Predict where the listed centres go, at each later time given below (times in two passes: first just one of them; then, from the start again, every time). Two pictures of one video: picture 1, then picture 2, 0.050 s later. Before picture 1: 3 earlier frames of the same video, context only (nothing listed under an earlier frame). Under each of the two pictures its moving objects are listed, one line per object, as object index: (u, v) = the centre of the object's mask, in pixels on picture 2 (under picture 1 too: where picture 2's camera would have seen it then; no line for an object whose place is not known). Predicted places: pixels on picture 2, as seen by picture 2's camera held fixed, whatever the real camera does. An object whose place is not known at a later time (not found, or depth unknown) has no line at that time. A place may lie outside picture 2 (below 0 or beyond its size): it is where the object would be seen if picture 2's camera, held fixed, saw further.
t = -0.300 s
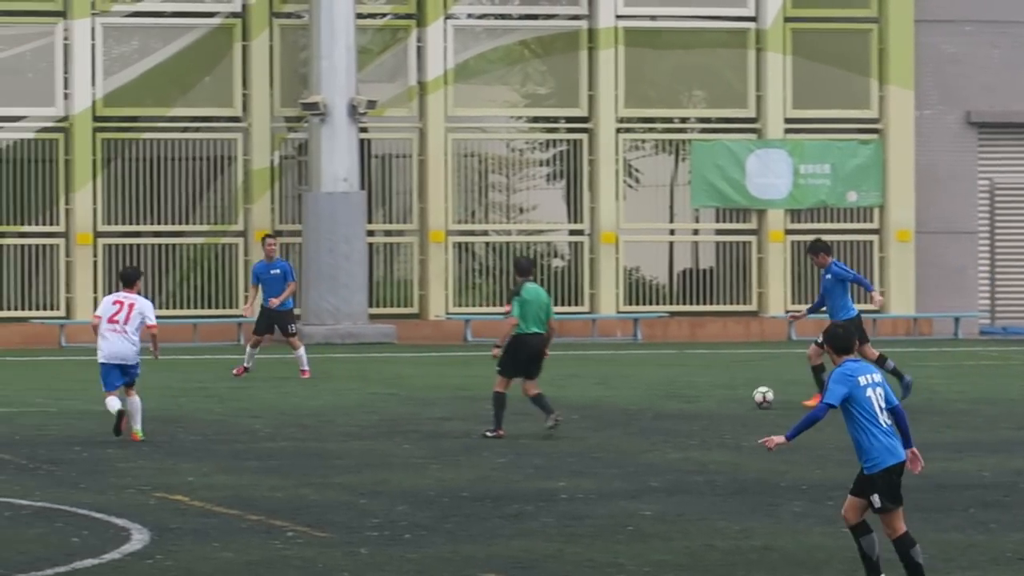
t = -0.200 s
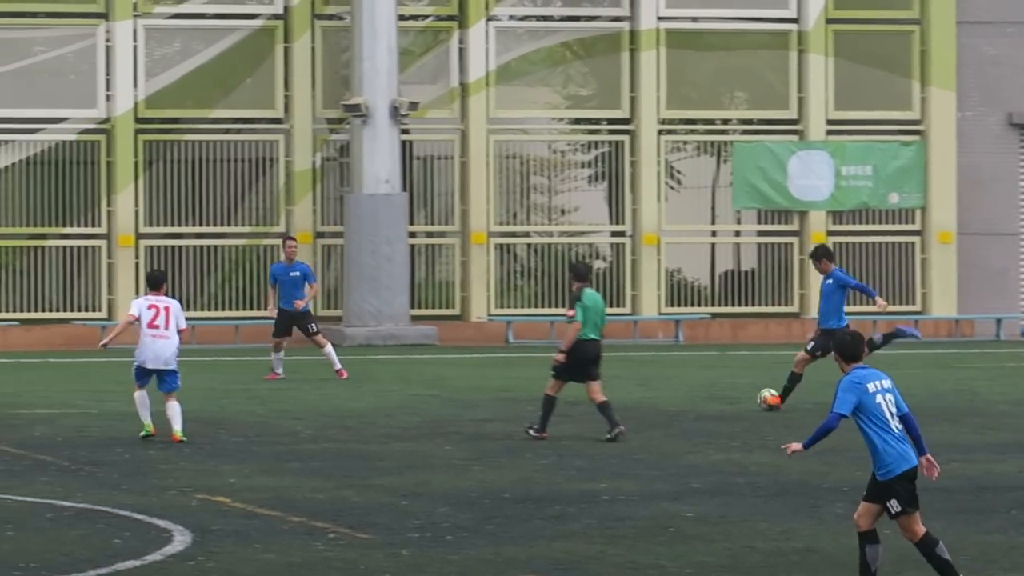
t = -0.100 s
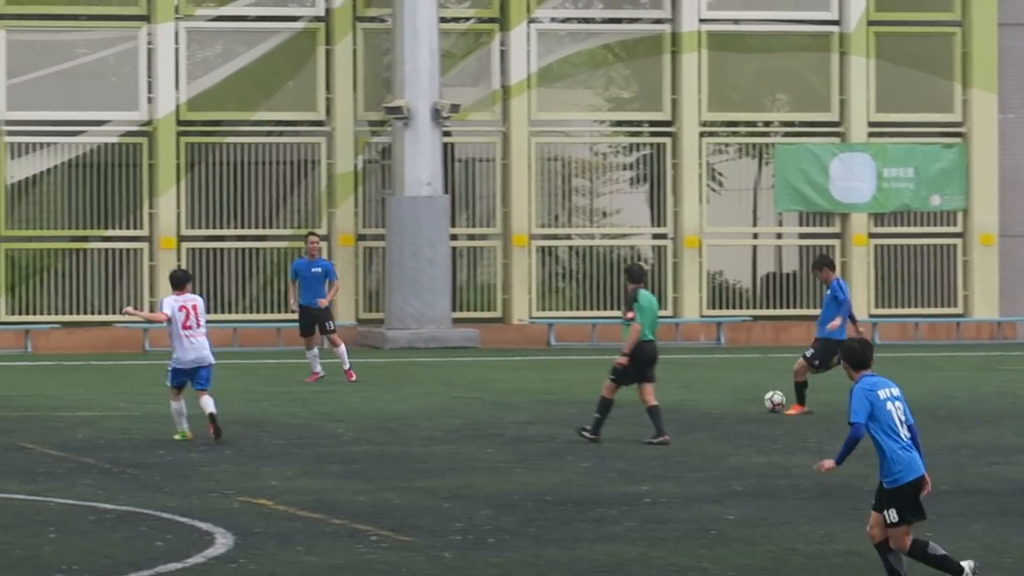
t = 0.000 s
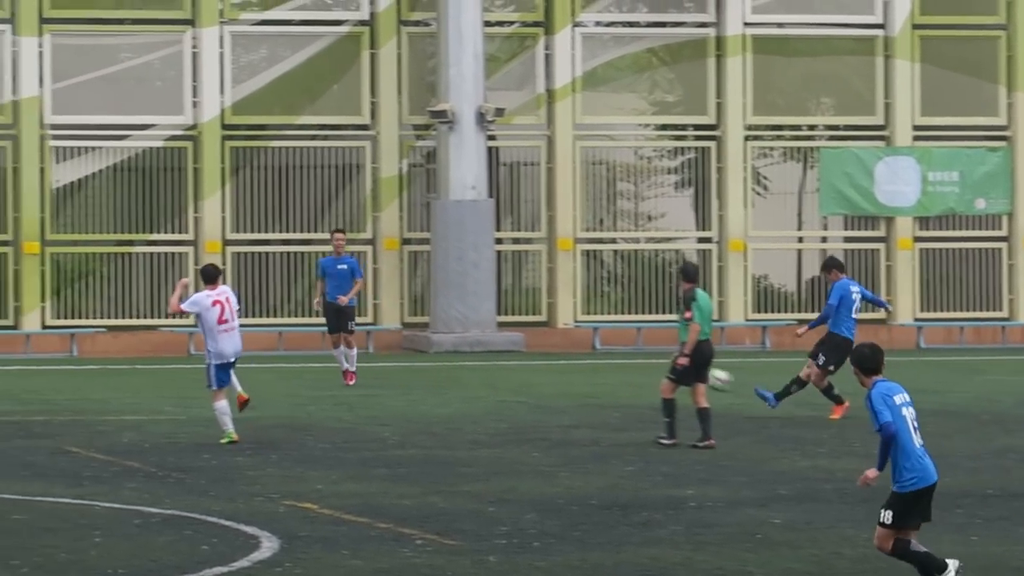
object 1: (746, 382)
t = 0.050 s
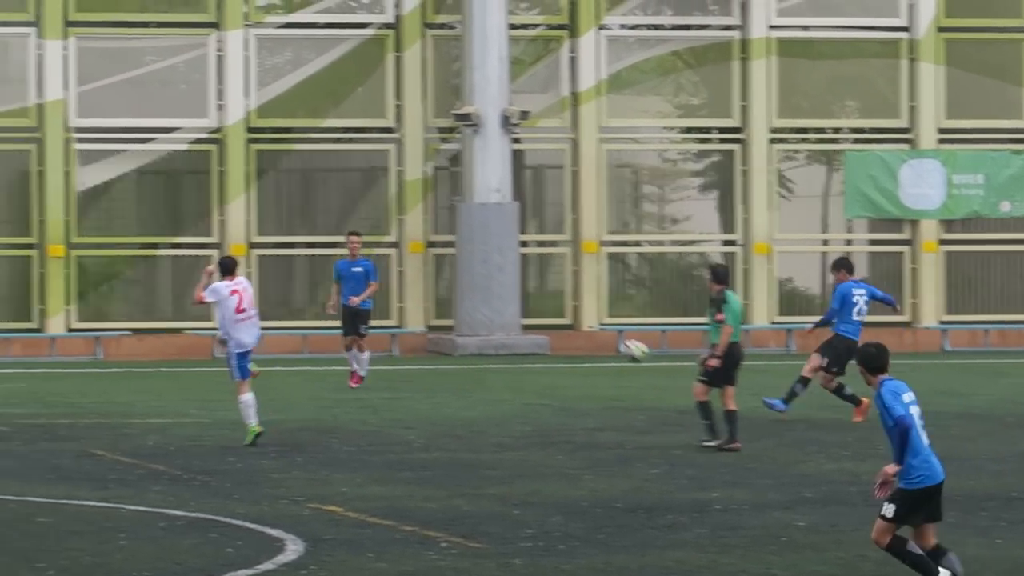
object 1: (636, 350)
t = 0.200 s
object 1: (312, 261)
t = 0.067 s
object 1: (598, 338)
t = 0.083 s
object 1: (562, 329)
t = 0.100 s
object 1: (526, 320)
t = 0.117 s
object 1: (490, 310)
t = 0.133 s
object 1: (454, 301)
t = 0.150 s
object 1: (419, 291)
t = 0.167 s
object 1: (383, 280)
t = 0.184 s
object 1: (348, 270)
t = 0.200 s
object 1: (312, 261)
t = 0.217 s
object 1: (277, 250)
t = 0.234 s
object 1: (242, 242)
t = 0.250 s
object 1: (207, 232)
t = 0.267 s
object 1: (170, 223)
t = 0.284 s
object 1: (135, 211)
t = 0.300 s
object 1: (98, 200)
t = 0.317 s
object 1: (65, 191)
